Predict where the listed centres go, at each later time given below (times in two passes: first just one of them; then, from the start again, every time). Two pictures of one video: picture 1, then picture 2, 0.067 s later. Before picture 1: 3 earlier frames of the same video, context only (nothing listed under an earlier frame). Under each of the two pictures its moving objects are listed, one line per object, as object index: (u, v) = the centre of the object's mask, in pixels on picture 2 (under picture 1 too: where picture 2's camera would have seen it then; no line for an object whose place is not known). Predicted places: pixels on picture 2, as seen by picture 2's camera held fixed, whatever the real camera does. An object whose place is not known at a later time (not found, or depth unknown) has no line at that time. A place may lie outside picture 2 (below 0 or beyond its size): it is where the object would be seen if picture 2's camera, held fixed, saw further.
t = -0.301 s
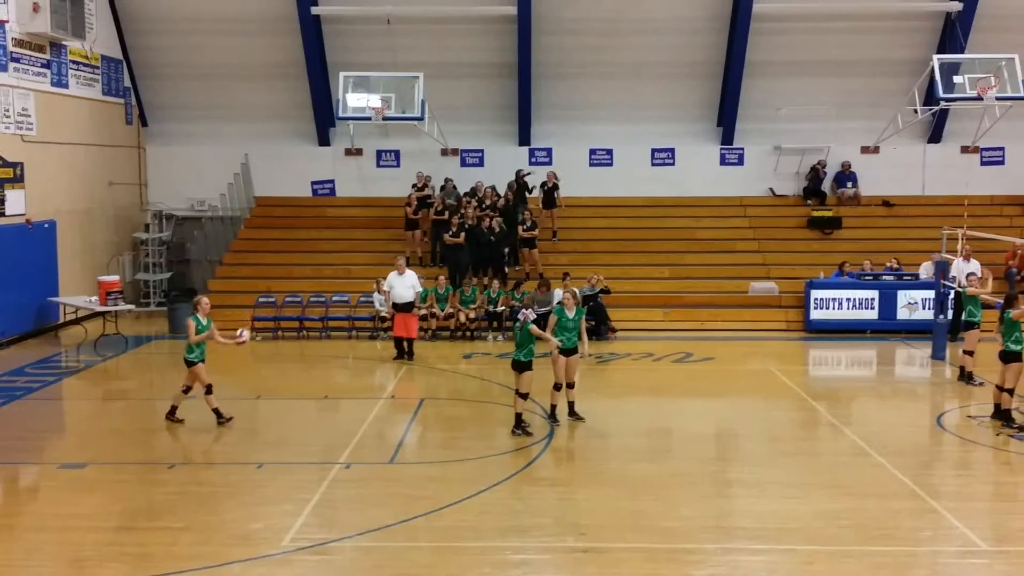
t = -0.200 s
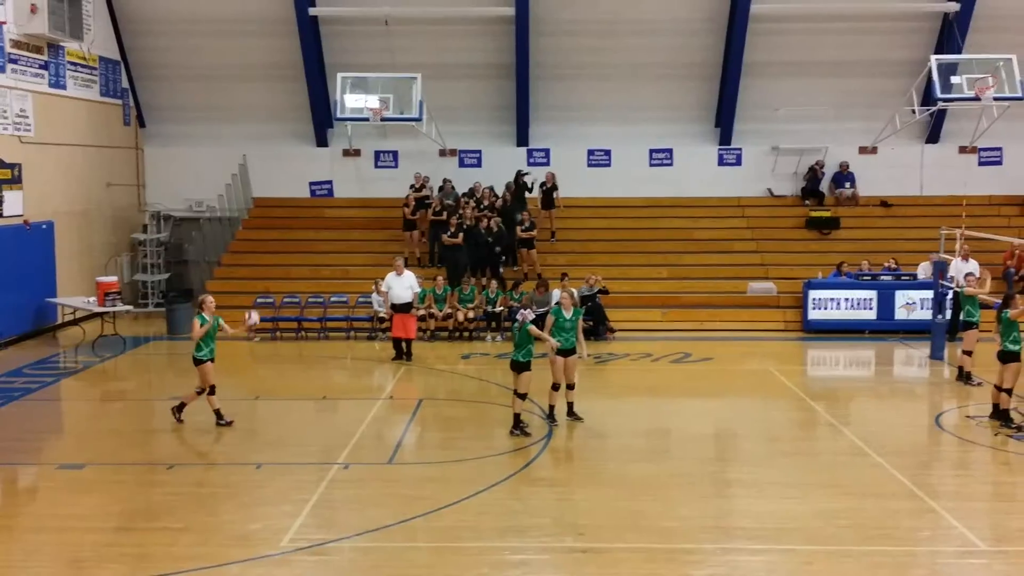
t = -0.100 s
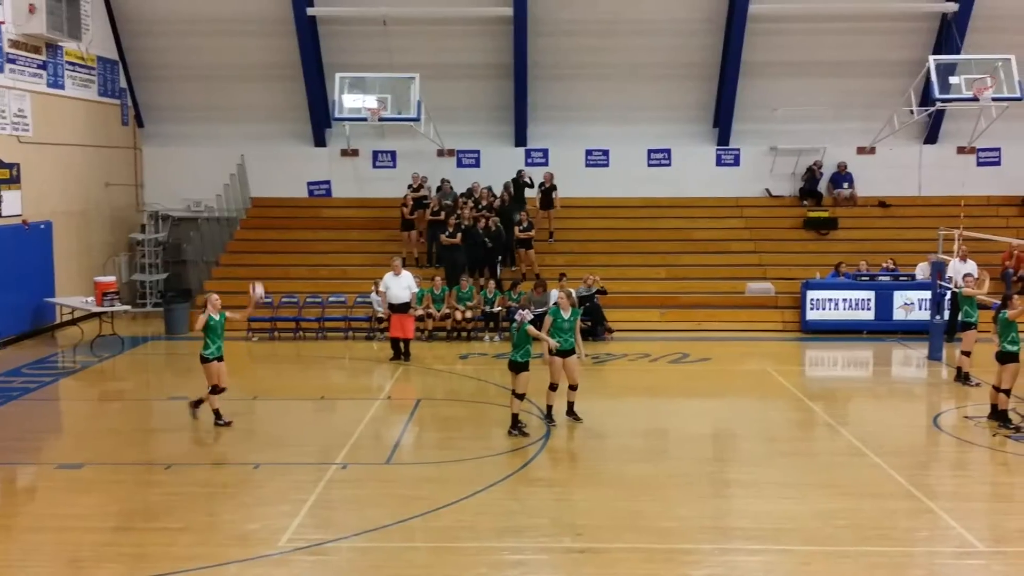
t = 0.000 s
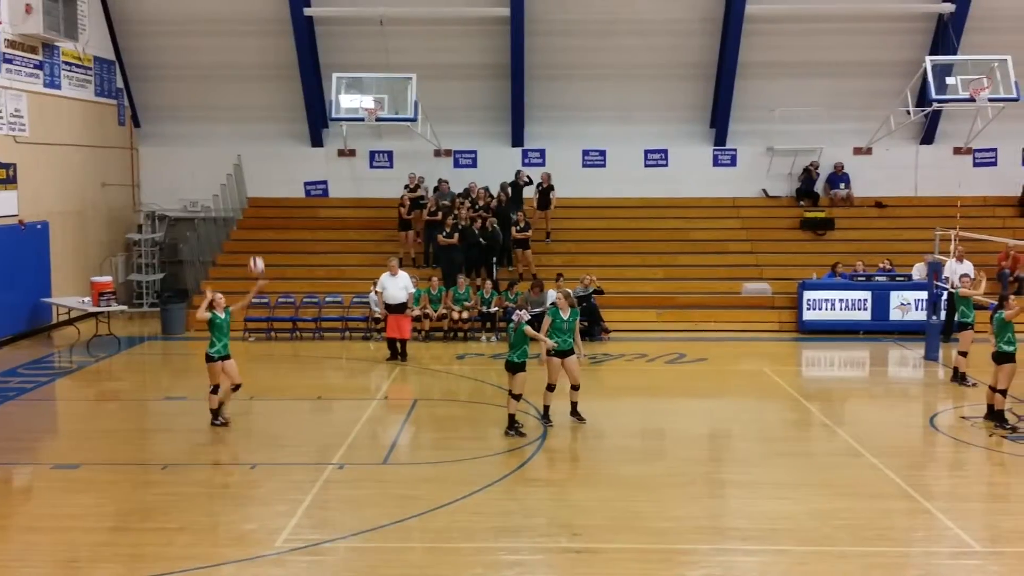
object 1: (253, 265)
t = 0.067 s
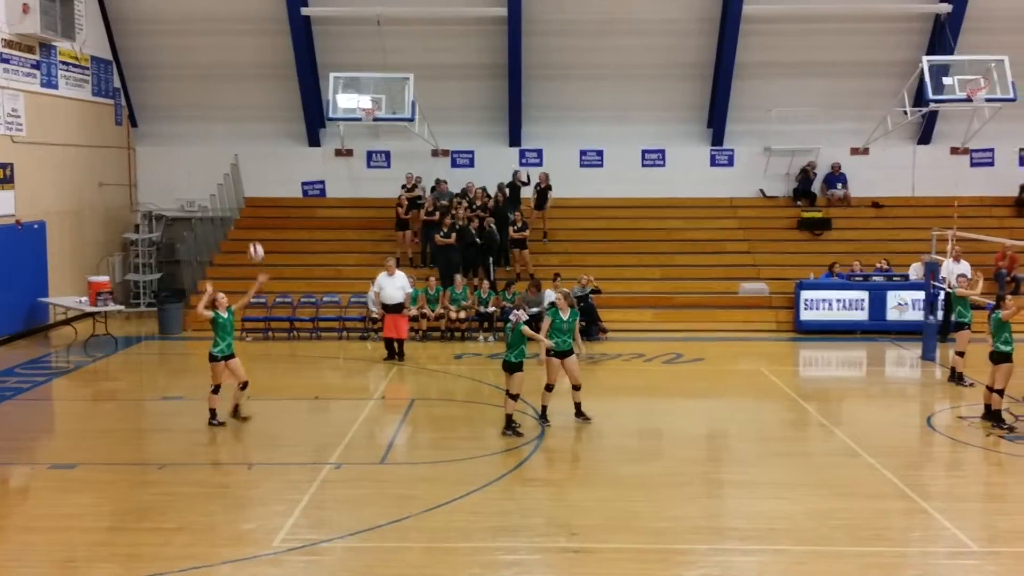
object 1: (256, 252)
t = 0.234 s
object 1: (259, 234)
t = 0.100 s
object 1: (256, 247)
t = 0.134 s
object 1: (257, 243)
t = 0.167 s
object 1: (258, 239)
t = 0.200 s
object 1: (259, 236)
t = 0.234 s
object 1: (259, 234)
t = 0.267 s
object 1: (260, 233)
